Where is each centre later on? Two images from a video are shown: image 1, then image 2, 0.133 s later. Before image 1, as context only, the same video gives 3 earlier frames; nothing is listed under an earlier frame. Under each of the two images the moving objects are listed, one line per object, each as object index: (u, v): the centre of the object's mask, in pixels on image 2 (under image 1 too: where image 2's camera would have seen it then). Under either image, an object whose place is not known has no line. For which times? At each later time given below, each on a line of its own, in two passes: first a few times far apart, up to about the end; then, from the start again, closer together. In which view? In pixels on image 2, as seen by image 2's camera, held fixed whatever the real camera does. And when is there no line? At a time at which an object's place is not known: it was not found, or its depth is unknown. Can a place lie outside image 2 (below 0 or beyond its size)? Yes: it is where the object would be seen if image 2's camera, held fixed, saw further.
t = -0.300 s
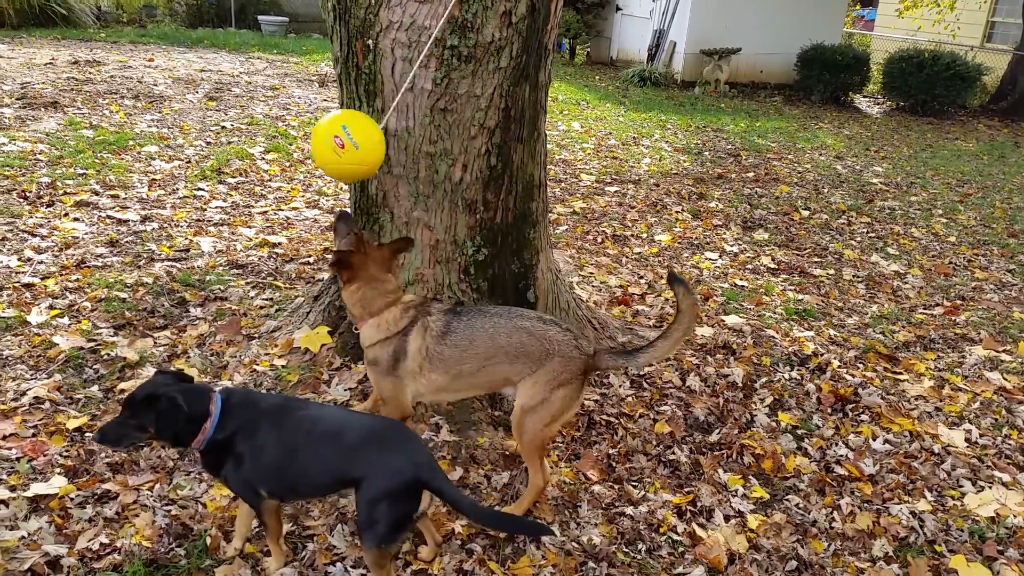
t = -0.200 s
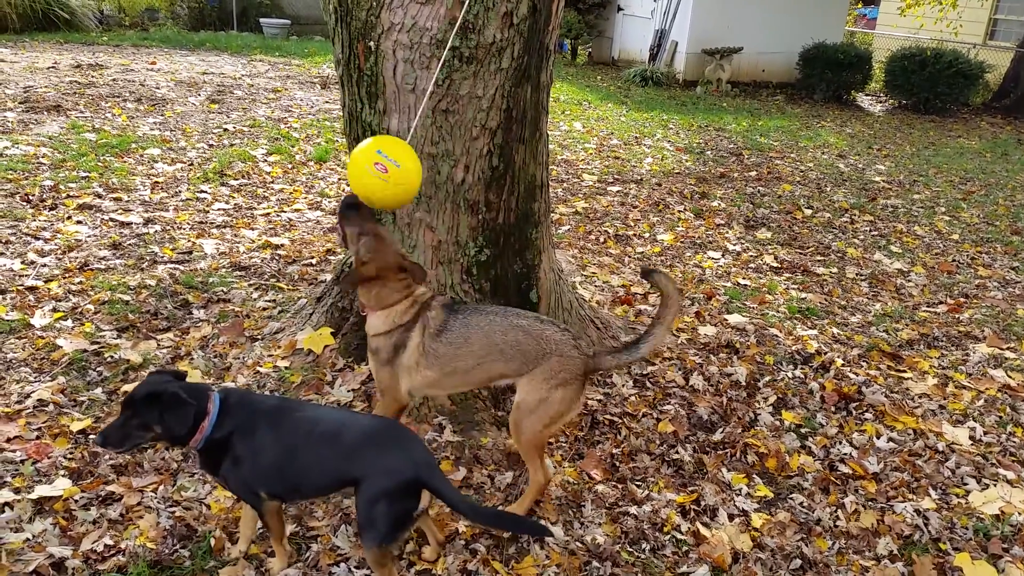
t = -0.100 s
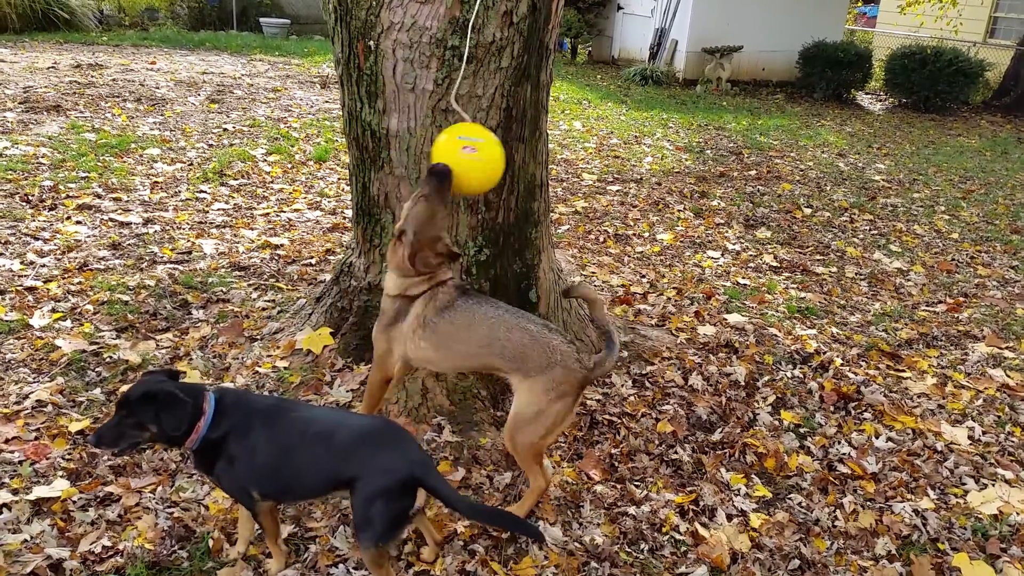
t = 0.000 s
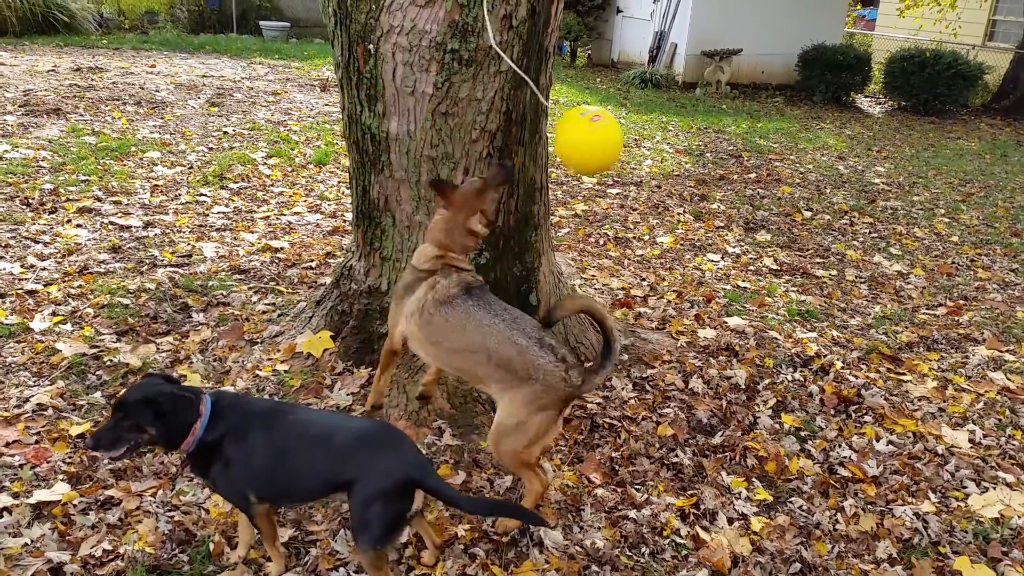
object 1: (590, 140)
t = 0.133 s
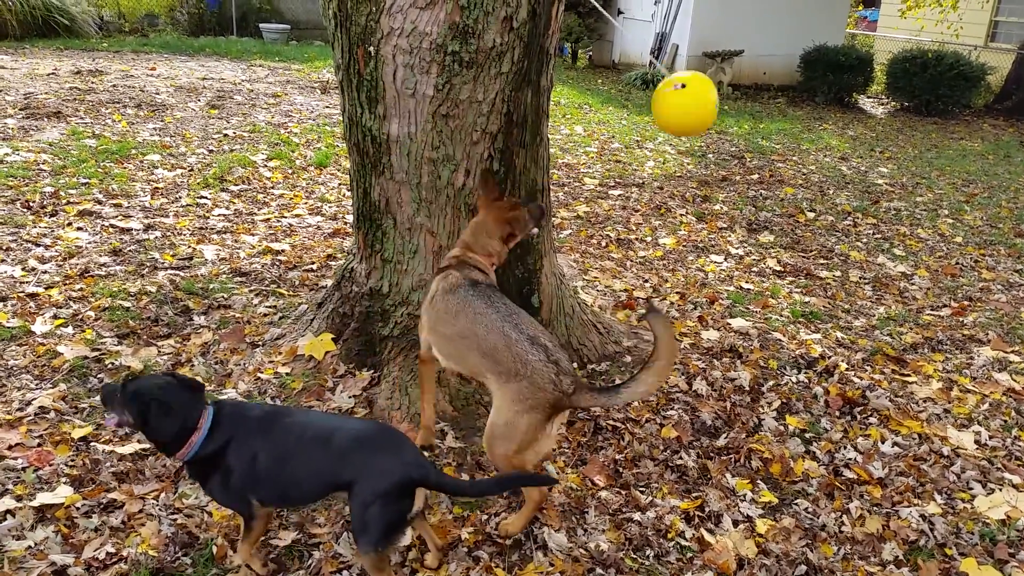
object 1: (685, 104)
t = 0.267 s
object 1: (685, 26)
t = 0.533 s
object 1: (651, 20)
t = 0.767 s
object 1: (574, 145)
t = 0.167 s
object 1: (687, 79)
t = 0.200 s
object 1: (687, 57)
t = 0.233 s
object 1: (686, 37)
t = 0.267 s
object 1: (685, 26)
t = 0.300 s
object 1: (681, 19)
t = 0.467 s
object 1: (662, 13)
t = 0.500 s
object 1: (657, 16)
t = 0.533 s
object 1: (651, 20)
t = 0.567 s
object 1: (644, 27)
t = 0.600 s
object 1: (637, 36)
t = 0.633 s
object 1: (629, 55)
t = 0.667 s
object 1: (619, 75)
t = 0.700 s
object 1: (608, 100)
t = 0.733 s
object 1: (593, 126)
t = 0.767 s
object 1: (574, 145)
